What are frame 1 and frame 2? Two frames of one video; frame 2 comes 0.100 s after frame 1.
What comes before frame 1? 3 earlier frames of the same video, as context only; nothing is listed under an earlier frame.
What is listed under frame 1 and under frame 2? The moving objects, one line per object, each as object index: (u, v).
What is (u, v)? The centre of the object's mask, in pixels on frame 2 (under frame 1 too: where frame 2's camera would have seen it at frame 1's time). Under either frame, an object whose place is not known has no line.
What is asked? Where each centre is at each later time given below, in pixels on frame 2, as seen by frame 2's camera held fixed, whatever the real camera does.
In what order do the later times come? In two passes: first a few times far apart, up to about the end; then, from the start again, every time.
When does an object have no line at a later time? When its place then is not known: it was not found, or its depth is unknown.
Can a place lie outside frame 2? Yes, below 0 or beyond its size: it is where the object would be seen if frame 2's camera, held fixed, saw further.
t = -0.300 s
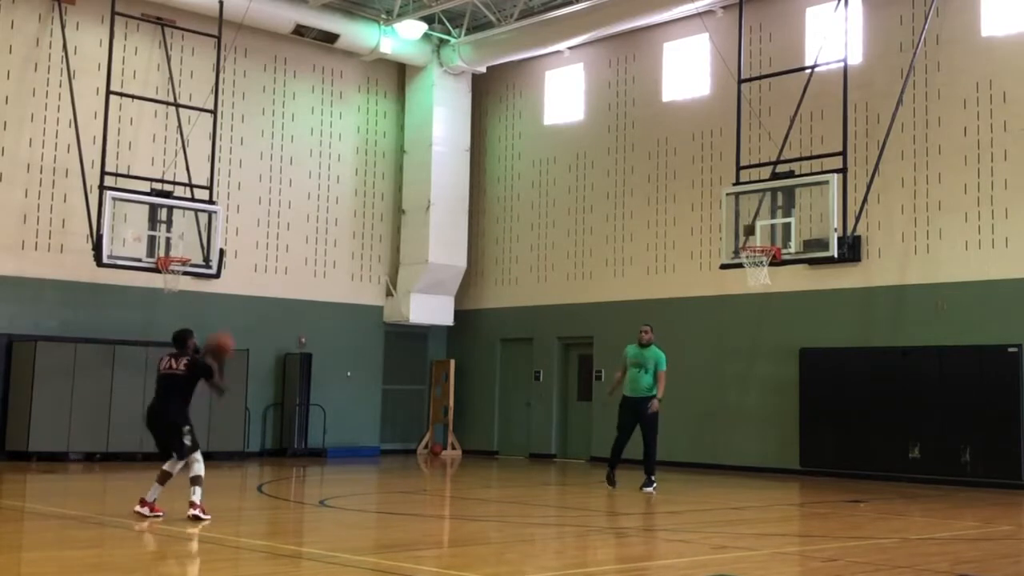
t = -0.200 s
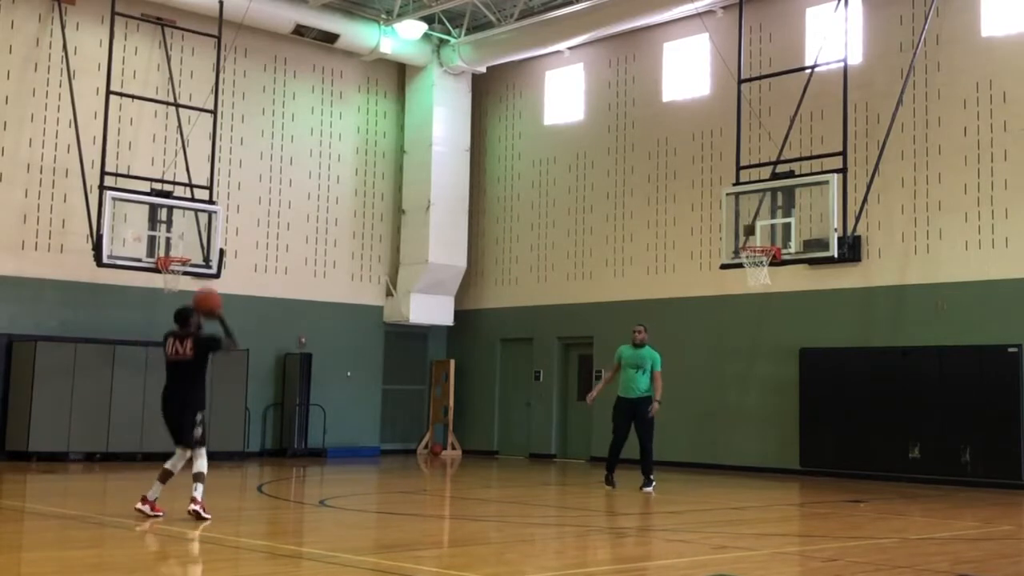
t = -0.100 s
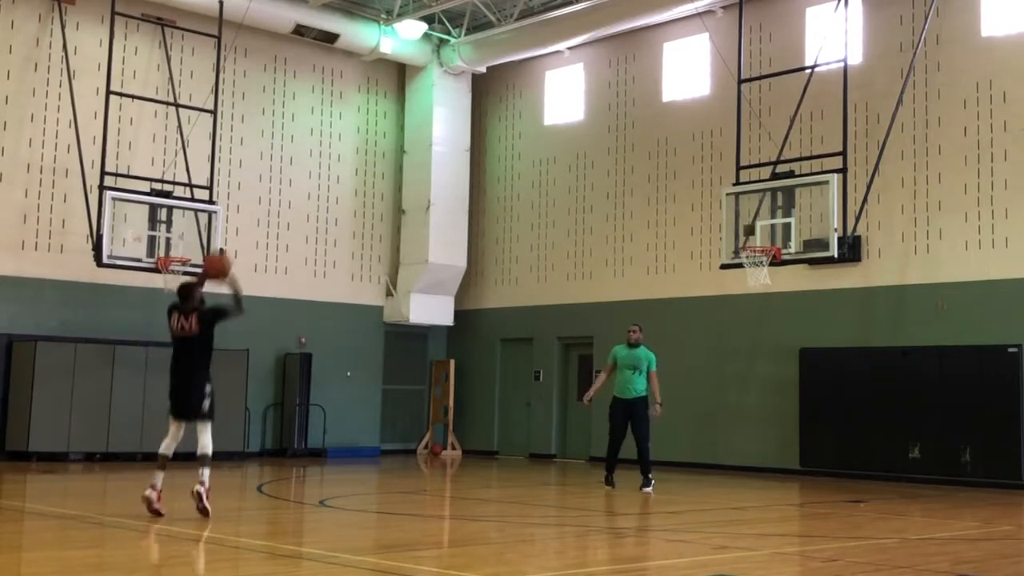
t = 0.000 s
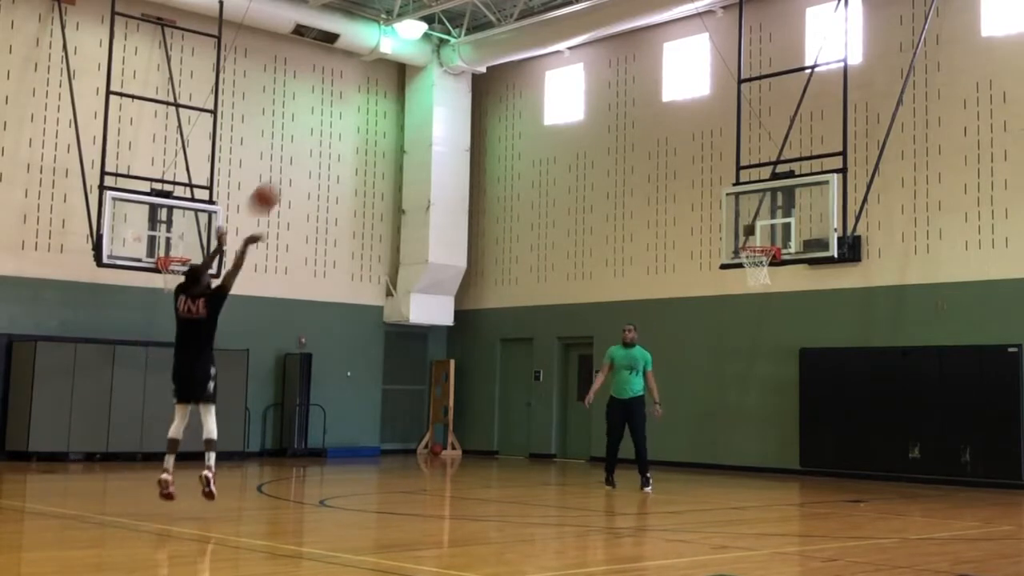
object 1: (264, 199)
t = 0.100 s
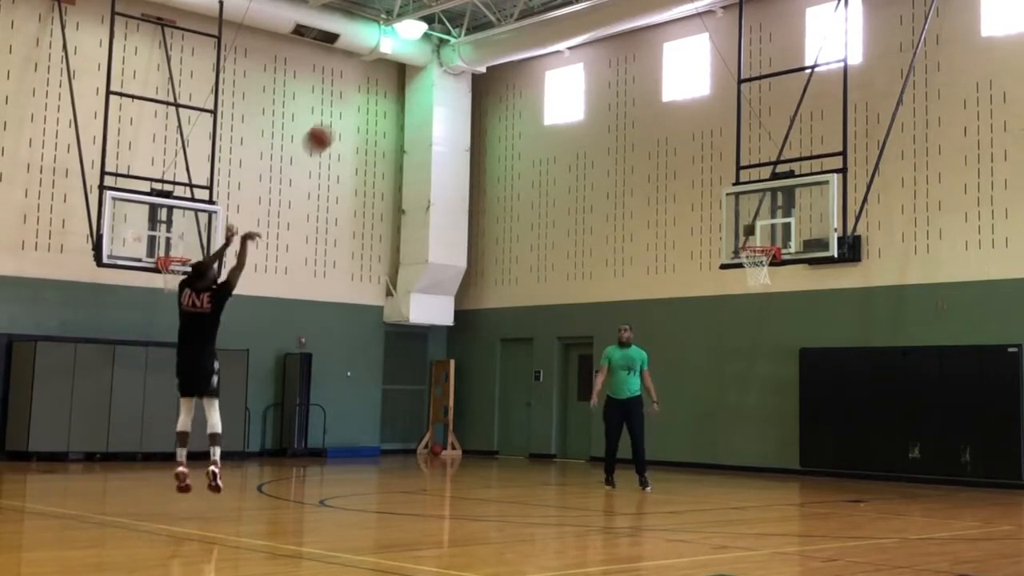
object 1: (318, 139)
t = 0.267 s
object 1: (398, 70)
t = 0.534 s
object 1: (506, 24)
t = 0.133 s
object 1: (335, 122)
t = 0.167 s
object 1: (352, 107)
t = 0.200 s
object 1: (368, 94)
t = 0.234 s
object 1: (382, 81)
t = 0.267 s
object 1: (398, 70)
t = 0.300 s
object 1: (413, 61)
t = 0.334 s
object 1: (428, 51)
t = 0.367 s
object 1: (441, 46)
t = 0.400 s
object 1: (455, 38)
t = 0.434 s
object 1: (468, 34)
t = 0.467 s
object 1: (482, 30)
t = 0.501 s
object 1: (494, 27)
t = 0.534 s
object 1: (506, 24)
